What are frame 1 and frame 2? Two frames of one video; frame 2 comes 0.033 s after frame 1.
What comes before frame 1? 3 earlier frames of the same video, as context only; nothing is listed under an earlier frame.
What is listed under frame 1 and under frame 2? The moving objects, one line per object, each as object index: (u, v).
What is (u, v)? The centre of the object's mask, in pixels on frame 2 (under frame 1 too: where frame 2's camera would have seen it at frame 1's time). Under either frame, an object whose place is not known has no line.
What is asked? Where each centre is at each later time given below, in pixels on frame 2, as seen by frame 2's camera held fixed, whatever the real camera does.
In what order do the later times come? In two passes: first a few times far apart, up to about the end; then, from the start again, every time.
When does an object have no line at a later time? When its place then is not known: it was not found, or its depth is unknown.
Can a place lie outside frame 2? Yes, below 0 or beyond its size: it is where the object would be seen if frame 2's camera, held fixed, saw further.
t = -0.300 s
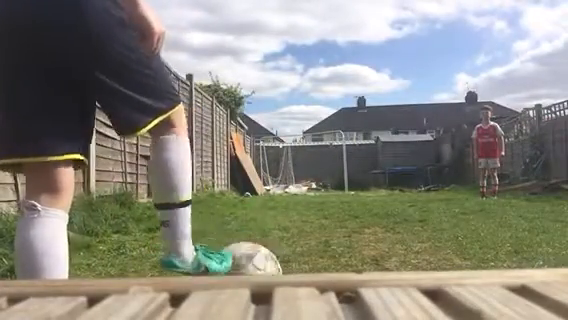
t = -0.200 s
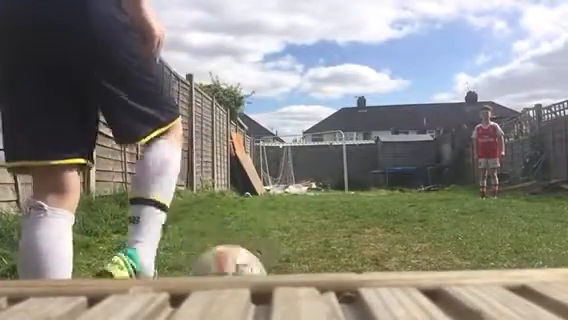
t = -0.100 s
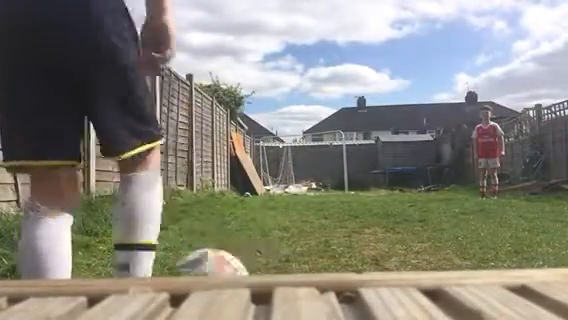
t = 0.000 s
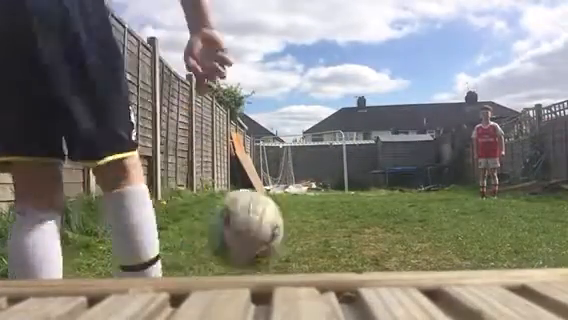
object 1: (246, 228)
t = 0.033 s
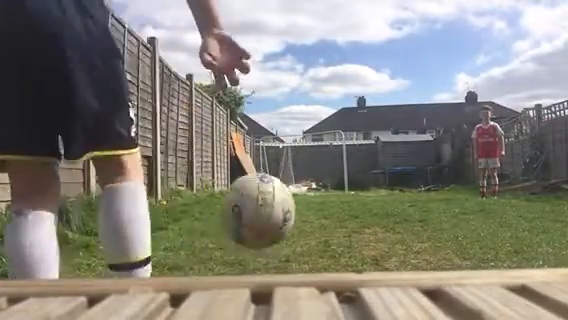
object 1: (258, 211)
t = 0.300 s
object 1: (338, 207)
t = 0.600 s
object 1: (381, 207)
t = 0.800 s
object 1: (401, 238)
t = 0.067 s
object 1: (271, 198)
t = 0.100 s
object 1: (283, 188)
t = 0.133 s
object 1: (292, 184)
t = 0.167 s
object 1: (302, 183)
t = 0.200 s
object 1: (312, 185)
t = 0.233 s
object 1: (320, 190)
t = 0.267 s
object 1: (329, 197)
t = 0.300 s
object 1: (338, 207)
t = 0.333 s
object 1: (346, 219)
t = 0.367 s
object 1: (354, 234)
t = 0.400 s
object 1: (359, 248)
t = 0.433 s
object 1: (363, 239)
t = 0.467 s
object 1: (365, 225)
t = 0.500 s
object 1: (372, 217)
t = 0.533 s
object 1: (374, 211)
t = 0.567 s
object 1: (378, 208)
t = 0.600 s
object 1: (381, 207)
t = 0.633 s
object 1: (385, 210)
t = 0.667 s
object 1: (387, 213)
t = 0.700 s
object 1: (392, 220)
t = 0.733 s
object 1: (394, 230)
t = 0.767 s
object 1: (399, 242)
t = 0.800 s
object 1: (401, 238)
